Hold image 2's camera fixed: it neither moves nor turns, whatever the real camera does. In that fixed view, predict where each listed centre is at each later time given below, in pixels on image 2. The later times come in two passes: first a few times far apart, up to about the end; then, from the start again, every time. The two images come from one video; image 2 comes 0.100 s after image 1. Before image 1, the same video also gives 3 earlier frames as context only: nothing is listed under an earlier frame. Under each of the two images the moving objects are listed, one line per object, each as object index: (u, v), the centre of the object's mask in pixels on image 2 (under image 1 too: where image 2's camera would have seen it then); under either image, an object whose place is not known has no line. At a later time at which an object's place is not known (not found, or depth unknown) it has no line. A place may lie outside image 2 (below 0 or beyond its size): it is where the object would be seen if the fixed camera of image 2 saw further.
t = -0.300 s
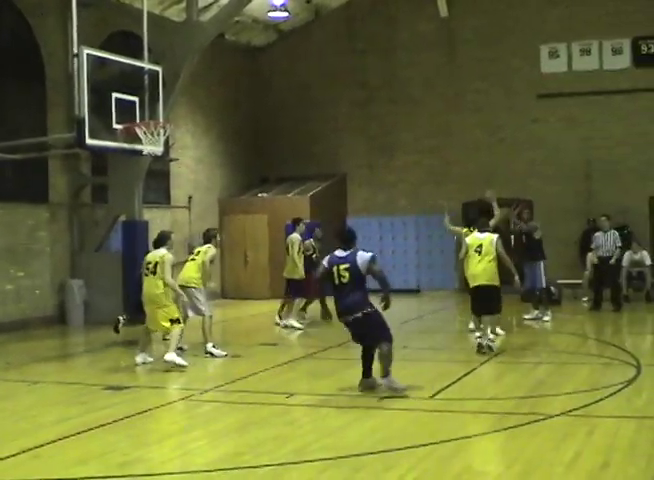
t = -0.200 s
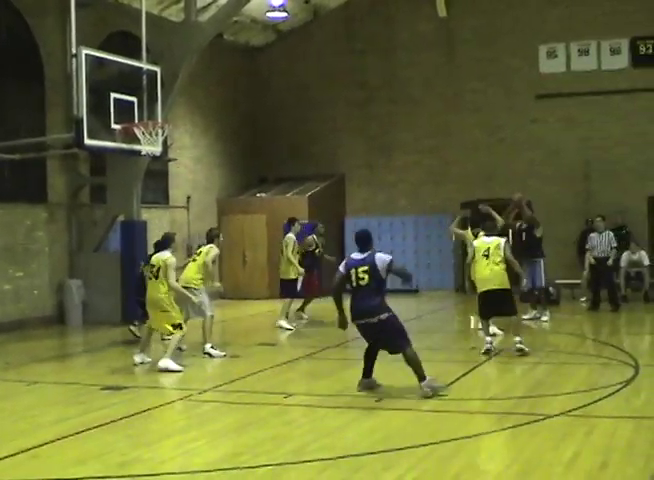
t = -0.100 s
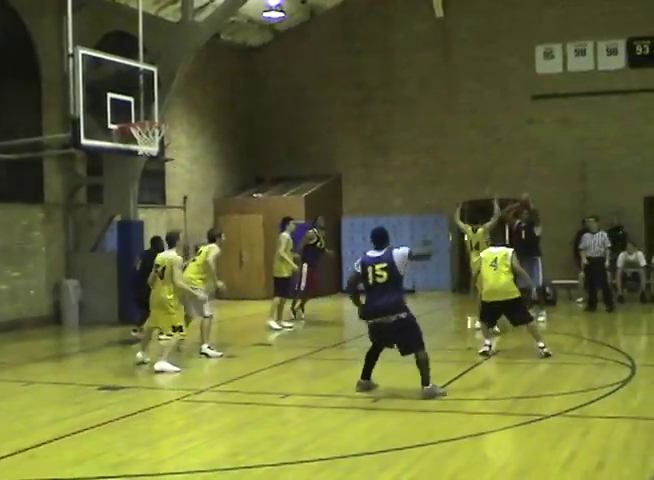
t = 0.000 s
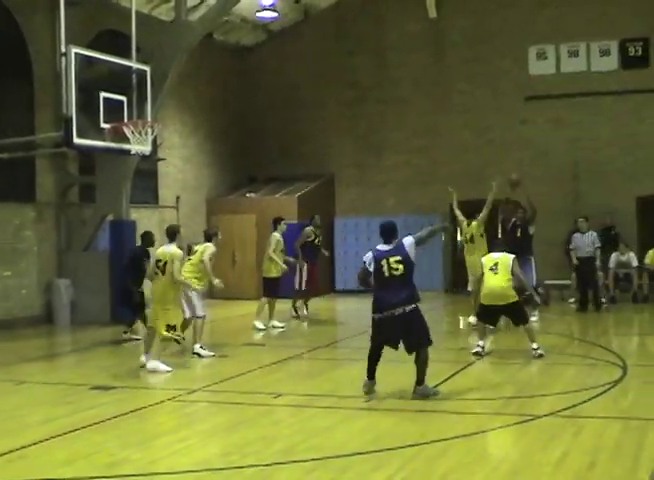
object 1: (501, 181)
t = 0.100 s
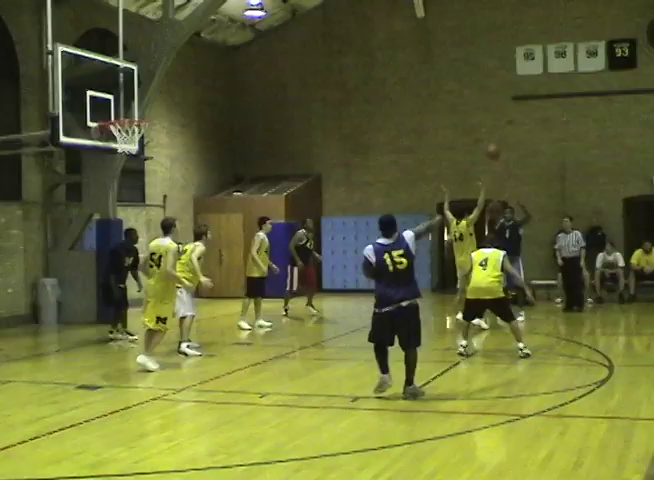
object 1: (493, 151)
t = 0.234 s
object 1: (479, 119)
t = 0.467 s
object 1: (452, 84)
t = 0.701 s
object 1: (420, 85)
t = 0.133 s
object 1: (489, 143)
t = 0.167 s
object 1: (486, 135)
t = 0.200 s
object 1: (483, 126)
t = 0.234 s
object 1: (479, 119)
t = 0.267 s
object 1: (475, 112)
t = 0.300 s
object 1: (472, 105)
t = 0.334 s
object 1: (468, 99)
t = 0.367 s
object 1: (465, 95)
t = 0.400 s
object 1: (460, 91)
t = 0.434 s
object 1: (457, 87)
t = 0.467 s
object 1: (452, 84)
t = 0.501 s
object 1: (448, 82)
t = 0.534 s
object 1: (444, 80)
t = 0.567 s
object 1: (439, 79)
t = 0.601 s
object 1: (435, 79)
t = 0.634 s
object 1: (430, 80)
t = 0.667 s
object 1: (426, 82)
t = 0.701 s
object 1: (420, 85)
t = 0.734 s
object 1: (416, 89)
